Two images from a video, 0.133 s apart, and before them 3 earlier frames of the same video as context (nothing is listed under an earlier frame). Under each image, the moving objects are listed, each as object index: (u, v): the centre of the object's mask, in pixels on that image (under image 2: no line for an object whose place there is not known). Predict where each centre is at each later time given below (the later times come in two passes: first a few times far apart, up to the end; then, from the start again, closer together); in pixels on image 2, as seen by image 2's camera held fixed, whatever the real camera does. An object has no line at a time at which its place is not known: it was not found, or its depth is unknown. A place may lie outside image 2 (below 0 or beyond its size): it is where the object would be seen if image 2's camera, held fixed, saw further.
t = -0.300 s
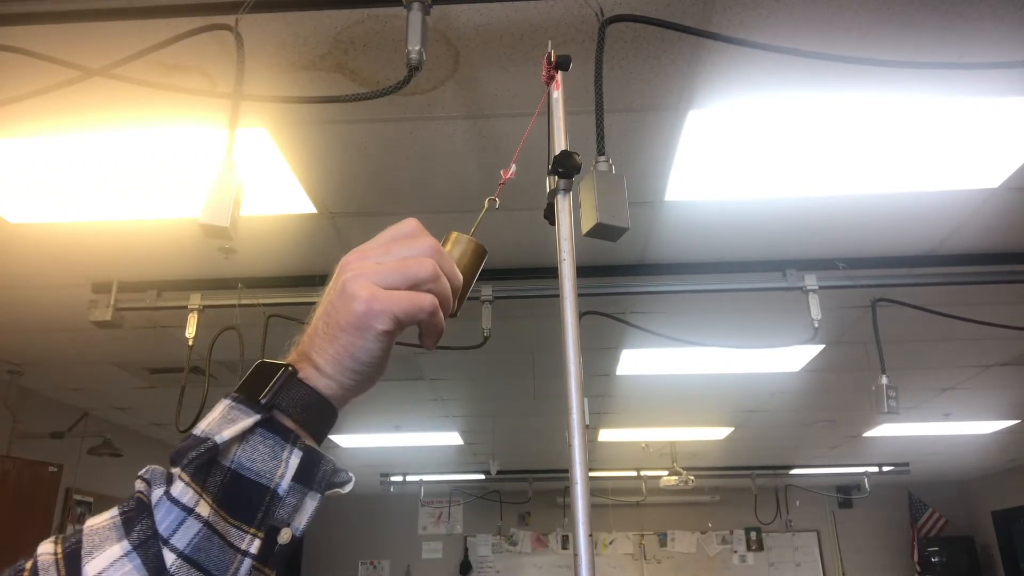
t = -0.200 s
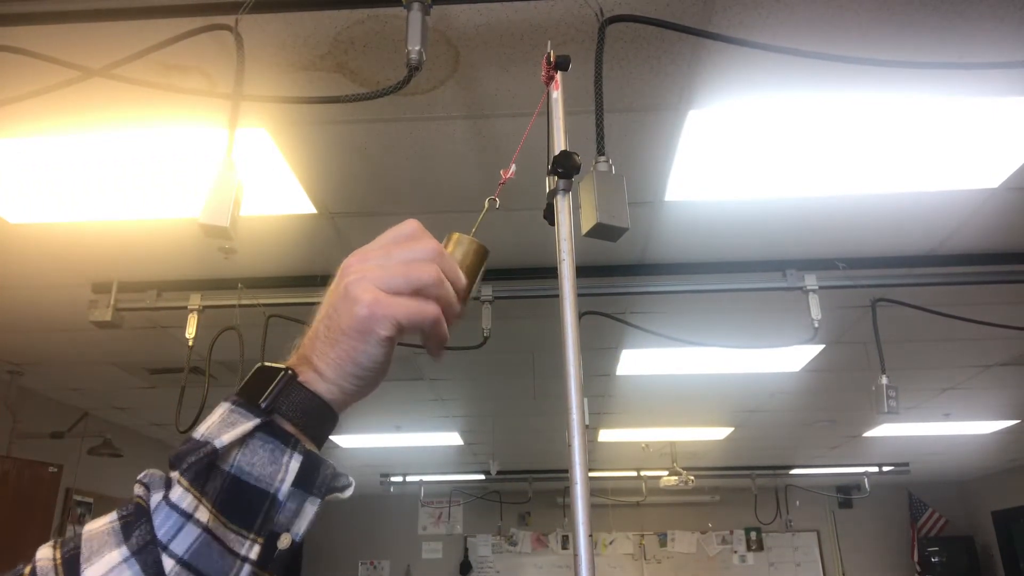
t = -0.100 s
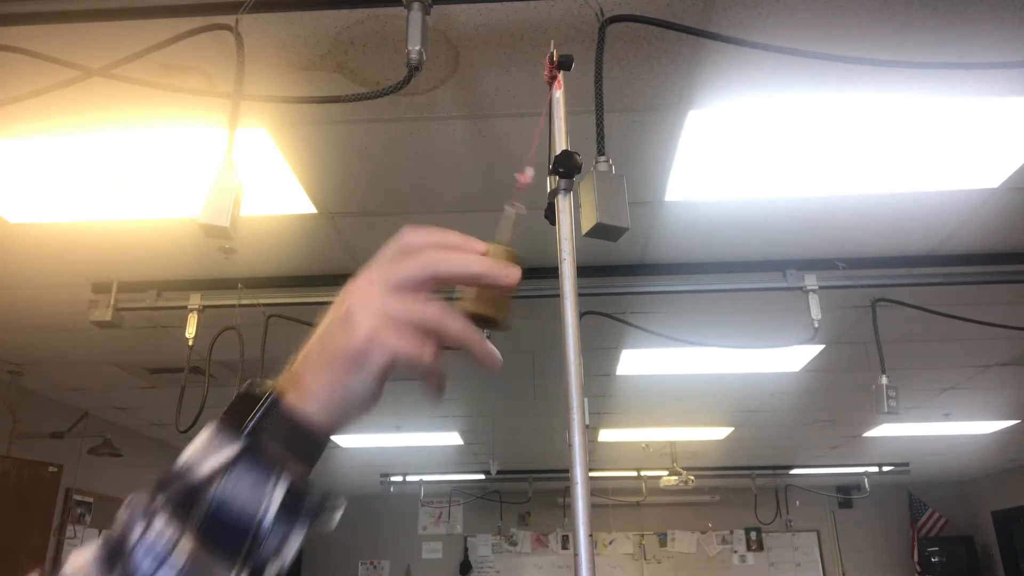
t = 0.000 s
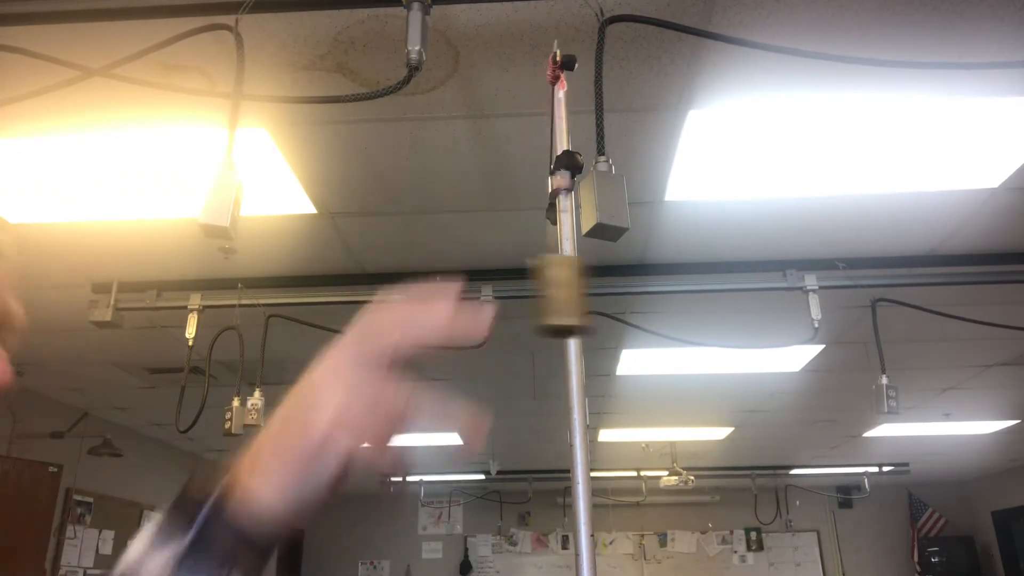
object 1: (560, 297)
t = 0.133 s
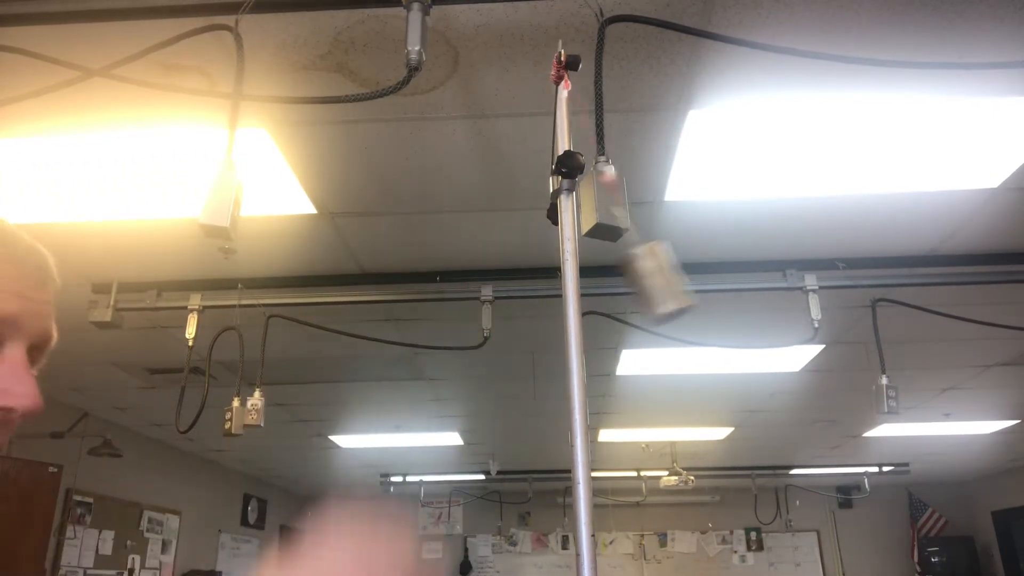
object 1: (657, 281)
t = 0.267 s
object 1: (685, 272)
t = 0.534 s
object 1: (535, 296)
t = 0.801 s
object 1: (463, 278)
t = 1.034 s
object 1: (622, 289)
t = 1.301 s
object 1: (669, 277)
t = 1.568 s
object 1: (487, 286)
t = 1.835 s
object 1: (500, 289)
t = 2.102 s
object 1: (676, 276)
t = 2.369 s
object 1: (605, 293)
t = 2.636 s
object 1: (457, 276)
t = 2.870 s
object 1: (556, 297)
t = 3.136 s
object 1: (682, 274)
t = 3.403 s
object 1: (541, 295)
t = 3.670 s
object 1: (466, 280)
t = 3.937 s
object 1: (638, 286)
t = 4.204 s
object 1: (654, 281)
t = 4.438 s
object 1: (492, 287)
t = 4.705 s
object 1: (500, 290)
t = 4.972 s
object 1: (670, 278)
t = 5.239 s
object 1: (605, 293)
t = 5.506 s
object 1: (462, 279)
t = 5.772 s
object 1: (581, 298)
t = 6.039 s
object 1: (676, 275)
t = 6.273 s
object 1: (544, 294)
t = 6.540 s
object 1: (469, 281)
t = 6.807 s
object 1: (634, 286)
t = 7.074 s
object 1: (653, 282)
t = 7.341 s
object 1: (480, 285)
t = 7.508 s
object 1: (473, 282)
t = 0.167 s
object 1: (673, 276)
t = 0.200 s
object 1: (681, 274)
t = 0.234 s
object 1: (685, 272)
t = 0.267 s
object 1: (685, 272)
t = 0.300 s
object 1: (683, 274)
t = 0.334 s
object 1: (674, 276)
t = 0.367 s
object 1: (660, 280)
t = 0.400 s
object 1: (642, 285)
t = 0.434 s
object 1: (620, 290)
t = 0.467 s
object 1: (596, 294)
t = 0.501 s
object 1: (566, 296)
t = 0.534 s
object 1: (535, 296)
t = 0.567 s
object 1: (513, 291)
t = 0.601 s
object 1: (491, 286)
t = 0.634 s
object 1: (474, 281)
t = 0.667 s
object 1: (462, 277)
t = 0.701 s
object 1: (456, 275)
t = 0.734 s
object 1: (455, 274)
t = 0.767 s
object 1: (457, 275)
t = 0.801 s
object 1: (463, 278)
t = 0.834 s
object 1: (475, 282)
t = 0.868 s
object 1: (492, 287)
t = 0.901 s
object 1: (516, 291)
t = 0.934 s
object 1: (539, 295)
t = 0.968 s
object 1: (568, 298)
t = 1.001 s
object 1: (597, 294)
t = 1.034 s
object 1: (622, 289)
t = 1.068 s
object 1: (644, 285)
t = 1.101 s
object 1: (662, 280)
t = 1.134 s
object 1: (673, 276)
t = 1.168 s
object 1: (682, 273)
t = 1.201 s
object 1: (685, 273)
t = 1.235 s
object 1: (684, 273)
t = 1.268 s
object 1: (679, 274)
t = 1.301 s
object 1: (669, 277)
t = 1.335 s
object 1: (656, 282)
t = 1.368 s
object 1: (637, 287)
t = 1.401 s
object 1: (610, 292)
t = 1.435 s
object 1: (586, 297)
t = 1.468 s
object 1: (556, 296)
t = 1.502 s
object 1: (532, 293)
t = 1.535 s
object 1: (506, 290)
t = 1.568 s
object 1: (487, 286)
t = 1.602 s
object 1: (471, 280)
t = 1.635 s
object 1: (462, 276)
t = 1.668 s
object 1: (457, 275)
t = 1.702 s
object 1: (456, 276)
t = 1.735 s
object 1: (458, 276)
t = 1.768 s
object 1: (467, 279)
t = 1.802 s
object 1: (481, 283)
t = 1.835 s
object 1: (500, 289)
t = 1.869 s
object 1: (523, 293)
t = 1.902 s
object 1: (544, 295)
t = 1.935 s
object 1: (575, 297)
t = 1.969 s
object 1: (603, 295)
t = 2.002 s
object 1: (626, 288)
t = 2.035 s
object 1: (648, 285)
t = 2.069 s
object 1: (665, 280)
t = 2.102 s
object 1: (676, 276)
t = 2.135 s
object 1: (682, 274)
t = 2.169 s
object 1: (683, 274)
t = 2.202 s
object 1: (682, 273)
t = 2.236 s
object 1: (676, 275)
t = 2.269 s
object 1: (666, 279)
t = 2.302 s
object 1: (648, 284)
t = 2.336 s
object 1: (627, 288)
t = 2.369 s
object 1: (605, 293)
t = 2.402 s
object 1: (578, 297)
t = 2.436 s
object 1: (550, 295)
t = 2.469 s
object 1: (525, 293)
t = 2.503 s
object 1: (501, 289)
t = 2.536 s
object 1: (484, 284)
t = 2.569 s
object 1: (470, 279)
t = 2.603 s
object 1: (461, 277)
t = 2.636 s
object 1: (457, 276)
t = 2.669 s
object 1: (458, 276)
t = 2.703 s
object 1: (462, 277)
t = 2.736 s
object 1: (472, 281)
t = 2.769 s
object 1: (486, 286)
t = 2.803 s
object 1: (507, 290)
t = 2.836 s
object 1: (532, 293)
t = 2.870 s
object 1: (556, 297)
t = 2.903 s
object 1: (584, 298)
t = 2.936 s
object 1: (609, 293)
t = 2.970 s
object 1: (632, 287)
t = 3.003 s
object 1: (652, 283)
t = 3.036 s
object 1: (667, 279)
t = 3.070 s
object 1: (676, 276)
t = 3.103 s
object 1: (681, 274)
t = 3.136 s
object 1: (682, 274)
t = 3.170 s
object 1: (680, 275)
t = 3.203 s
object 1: (672, 277)
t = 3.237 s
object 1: (660, 280)
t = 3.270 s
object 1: (643, 285)
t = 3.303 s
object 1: (621, 289)
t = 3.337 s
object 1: (598, 293)
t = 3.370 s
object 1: (570, 296)
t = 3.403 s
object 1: (541, 295)
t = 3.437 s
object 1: (519, 291)
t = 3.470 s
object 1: (496, 289)
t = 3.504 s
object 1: (479, 284)
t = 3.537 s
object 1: (467, 279)
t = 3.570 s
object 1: (461, 277)
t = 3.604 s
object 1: (459, 277)
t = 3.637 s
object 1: (460, 277)
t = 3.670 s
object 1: (466, 280)
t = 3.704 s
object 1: (476, 283)
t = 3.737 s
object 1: (492, 288)
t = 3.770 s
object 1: (515, 292)
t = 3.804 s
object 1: (537, 295)
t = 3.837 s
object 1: (563, 298)
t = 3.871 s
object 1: (595, 295)
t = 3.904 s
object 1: (615, 290)
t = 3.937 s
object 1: (638, 286)
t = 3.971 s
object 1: (655, 282)
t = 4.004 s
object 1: (669, 278)
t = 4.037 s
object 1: (677, 276)
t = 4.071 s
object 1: (680, 274)
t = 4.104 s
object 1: (680, 274)
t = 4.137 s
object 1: (677, 275)
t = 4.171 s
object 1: (668, 278)
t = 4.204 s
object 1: (654, 281)
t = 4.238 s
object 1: (636, 285)
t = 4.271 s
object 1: (614, 291)
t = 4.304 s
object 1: (592, 295)
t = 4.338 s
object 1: (561, 295)
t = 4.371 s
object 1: (535, 295)
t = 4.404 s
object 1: (513, 291)
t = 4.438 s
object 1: (492, 287)
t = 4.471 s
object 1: (476, 282)
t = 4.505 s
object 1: (466, 279)
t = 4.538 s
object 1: (461, 278)
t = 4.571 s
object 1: (460, 278)
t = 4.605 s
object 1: (462, 278)
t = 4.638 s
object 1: (470, 281)
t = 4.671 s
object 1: (482, 285)
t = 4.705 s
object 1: (500, 290)
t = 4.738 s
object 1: (521, 293)
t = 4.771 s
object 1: (542, 295)
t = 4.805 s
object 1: (572, 297)
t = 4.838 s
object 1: (601, 295)
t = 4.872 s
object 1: (622, 290)
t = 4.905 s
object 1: (643, 285)
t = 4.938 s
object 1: (659, 281)
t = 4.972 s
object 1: (670, 278)
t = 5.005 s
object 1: (677, 275)
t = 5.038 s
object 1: (679, 274)
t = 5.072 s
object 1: (678, 275)
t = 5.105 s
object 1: (673, 276)
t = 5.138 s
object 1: (663, 279)
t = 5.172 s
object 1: (648, 283)
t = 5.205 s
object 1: (628, 287)
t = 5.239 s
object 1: (605, 293)
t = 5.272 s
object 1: (581, 297)
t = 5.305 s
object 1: (553, 295)
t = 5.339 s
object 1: (529, 293)
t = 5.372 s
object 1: (507, 291)
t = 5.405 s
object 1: (488, 286)
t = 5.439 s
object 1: (474, 282)
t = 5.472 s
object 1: (466, 279)
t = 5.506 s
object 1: (462, 279)
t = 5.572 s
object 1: (466, 280)
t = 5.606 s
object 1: (474, 283)
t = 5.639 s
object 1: (489, 288)
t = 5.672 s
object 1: (507, 291)
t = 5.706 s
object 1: (528, 295)
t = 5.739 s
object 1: (554, 296)
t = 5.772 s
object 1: (581, 298)
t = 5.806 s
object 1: (605, 293)
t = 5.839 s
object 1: (628, 288)
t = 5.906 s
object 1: (662, 280)
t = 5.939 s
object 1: (672, 277)
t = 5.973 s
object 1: (677, 275)
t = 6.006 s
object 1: (678, 275)
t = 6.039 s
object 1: (676, 275)
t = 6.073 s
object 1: (670, 278)
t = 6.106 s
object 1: (659, 280)
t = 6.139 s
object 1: (642, 284)
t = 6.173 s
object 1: (621, 289)
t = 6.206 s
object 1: (600, 293)
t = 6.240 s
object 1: (572, 296)
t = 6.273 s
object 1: (544, 294)
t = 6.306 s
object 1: (523, 292)
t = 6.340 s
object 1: (501, 290)
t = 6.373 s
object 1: (485, 285)
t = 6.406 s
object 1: (472, 282)
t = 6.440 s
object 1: (466, 279)
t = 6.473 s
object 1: (464, 279)
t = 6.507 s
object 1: (464, 279)
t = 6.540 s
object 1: (469, 281)
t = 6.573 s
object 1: (480, 284)
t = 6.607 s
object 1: (495, 289)
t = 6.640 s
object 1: (516, 293)
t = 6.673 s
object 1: (537, 295)
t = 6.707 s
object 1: (563, 297)
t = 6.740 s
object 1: (591, 295)
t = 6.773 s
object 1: (613, 291)
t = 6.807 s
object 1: (634, 286)
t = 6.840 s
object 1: (651, 283)
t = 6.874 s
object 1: (665, 279)
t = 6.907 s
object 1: (673, 277)
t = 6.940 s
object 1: (676, 275)
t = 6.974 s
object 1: (676, 275)
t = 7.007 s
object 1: (673, 276)
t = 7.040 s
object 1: (665, 278)
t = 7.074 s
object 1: (653, 282)
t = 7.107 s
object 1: (634, 285)
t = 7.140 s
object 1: (611, 291)
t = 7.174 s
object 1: (592, 294)
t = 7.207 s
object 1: (563, 297)
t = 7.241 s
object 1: (538, 295)
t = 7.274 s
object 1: (516, 291)
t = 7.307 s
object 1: (496, 289)
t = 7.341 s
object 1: (480, 285)
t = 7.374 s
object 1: (471, 281)
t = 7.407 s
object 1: (466, 280)
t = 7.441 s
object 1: (465, 280)
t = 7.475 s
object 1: (467, 280)
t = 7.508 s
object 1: (473, 282)
